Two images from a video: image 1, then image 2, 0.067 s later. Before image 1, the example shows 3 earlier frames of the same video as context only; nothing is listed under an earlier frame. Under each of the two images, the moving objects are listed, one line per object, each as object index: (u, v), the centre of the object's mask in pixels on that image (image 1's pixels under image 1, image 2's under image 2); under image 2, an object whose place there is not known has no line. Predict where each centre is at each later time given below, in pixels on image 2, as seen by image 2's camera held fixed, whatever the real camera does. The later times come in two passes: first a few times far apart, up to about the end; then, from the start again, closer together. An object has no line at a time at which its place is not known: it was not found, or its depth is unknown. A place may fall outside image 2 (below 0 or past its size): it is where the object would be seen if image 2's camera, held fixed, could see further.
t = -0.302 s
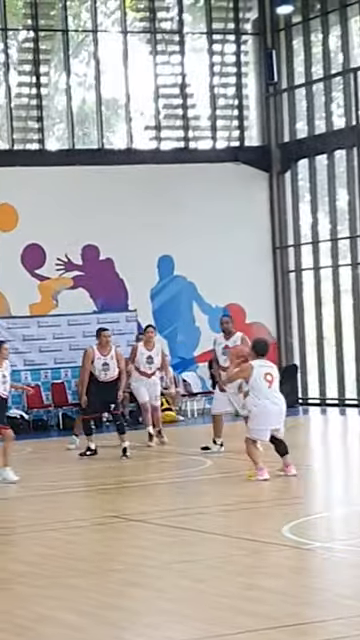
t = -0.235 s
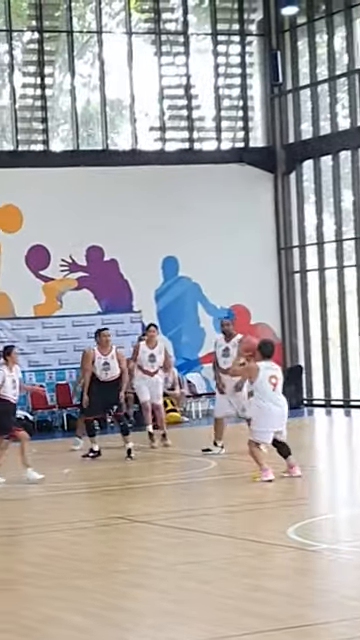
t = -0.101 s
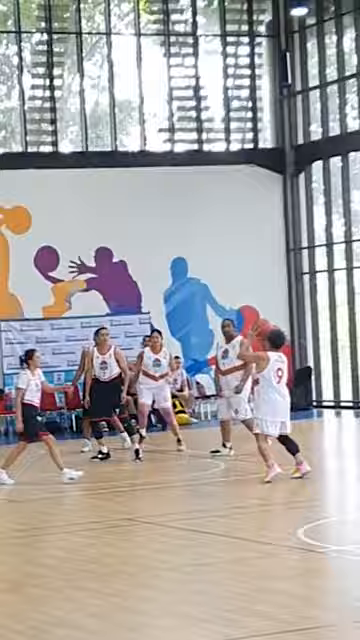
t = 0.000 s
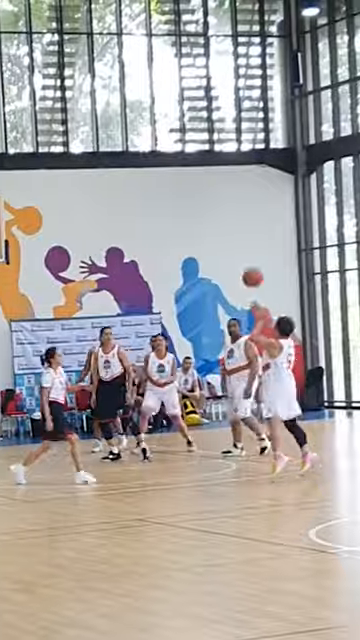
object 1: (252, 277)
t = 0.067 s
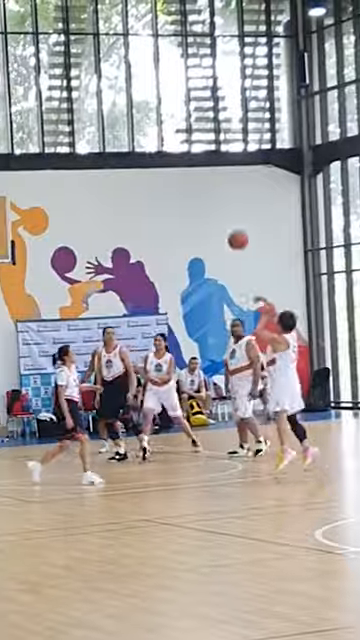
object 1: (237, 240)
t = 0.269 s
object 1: (182, 156)
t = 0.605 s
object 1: (104, 99)
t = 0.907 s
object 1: (50, 122)
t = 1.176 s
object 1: (10, 192)
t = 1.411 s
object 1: (0, 270)
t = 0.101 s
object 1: (228, 222)
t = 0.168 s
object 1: (208, 193)
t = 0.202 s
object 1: (199, 179)
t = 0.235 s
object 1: (190, 166)
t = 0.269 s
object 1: (182, 156)
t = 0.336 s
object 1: (164, 136)
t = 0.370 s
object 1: (155, 127)
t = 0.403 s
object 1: (147, 120)
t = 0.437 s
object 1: (140, 114)
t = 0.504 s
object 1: (124, 106)
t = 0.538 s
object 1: (118, 102)
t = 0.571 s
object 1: (111, 100)
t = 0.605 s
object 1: (104, 99)
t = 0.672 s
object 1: (90, 99)
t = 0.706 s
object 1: (84, 99)
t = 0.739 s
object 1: (77, 101)
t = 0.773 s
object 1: (72, 105)
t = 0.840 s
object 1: (61, 112)
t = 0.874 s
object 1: (55, 116)
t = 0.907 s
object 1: (50, 122)
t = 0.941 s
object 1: (45, 129)
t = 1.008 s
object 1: (34, 144)
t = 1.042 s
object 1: (29, 154)
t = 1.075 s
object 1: (25, 161)
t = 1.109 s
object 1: (20, 170)
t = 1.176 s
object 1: (10, 192)
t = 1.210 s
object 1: (6, 202)
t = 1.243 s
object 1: (3, 215)
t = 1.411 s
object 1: (0, 270)
